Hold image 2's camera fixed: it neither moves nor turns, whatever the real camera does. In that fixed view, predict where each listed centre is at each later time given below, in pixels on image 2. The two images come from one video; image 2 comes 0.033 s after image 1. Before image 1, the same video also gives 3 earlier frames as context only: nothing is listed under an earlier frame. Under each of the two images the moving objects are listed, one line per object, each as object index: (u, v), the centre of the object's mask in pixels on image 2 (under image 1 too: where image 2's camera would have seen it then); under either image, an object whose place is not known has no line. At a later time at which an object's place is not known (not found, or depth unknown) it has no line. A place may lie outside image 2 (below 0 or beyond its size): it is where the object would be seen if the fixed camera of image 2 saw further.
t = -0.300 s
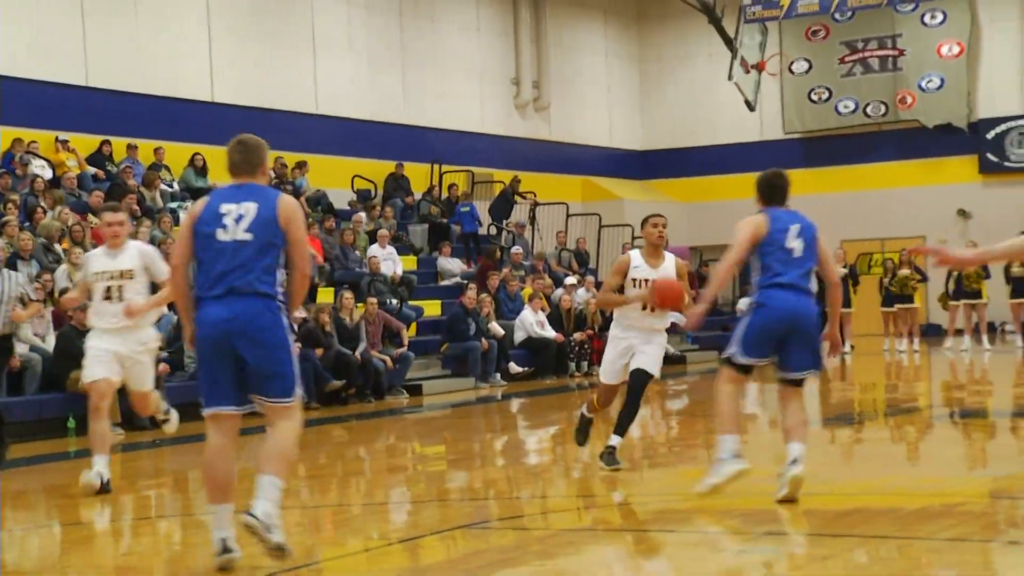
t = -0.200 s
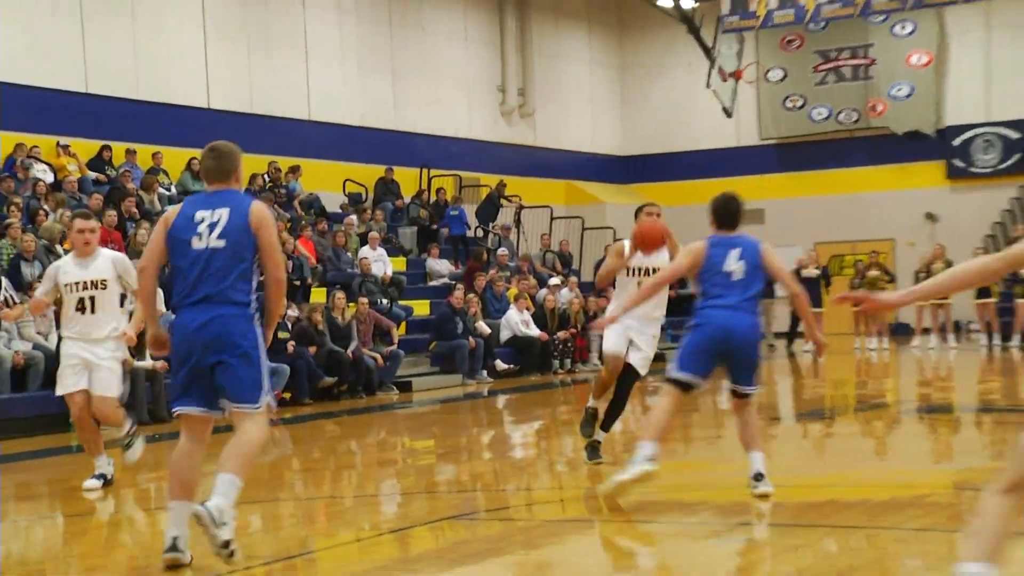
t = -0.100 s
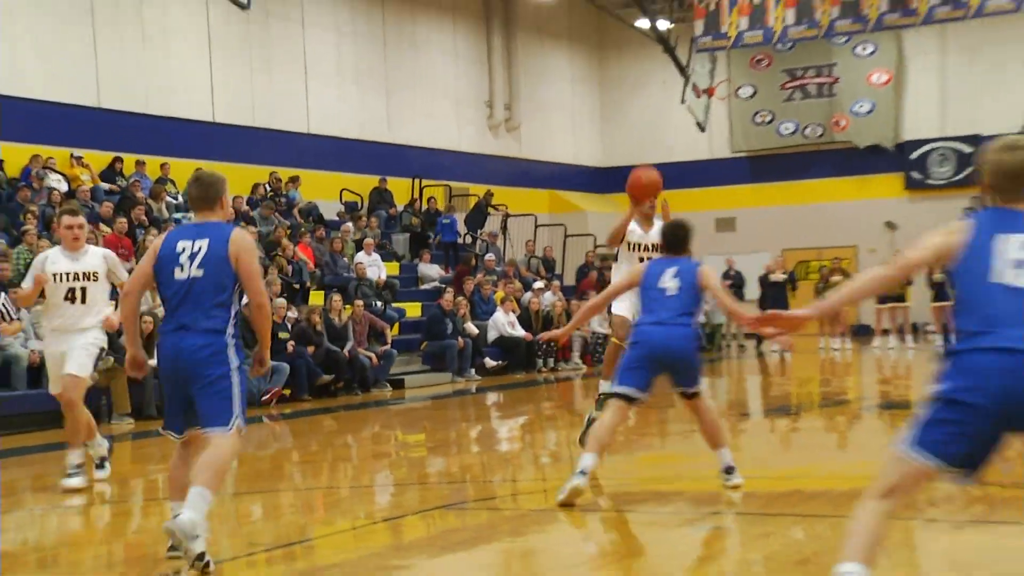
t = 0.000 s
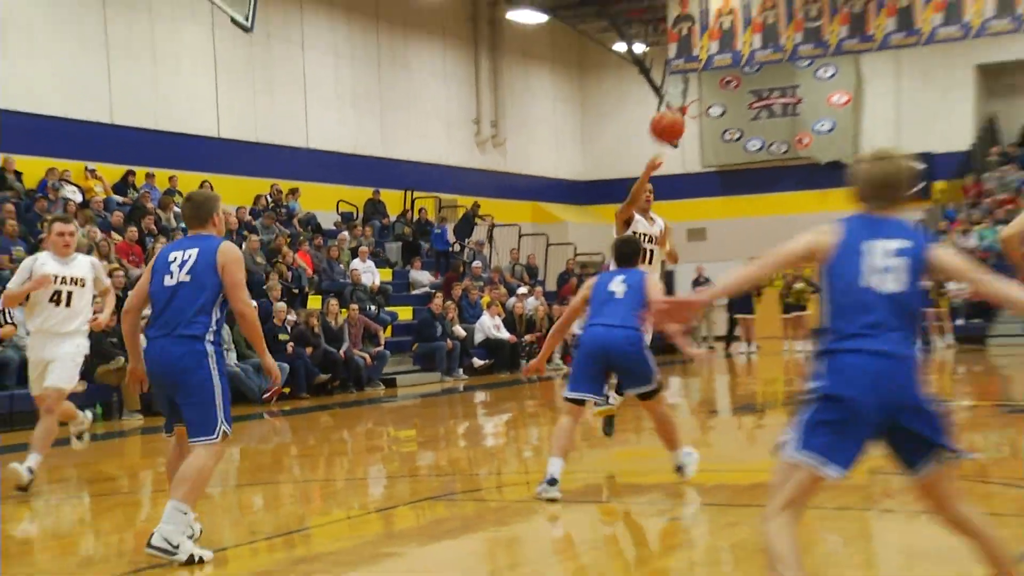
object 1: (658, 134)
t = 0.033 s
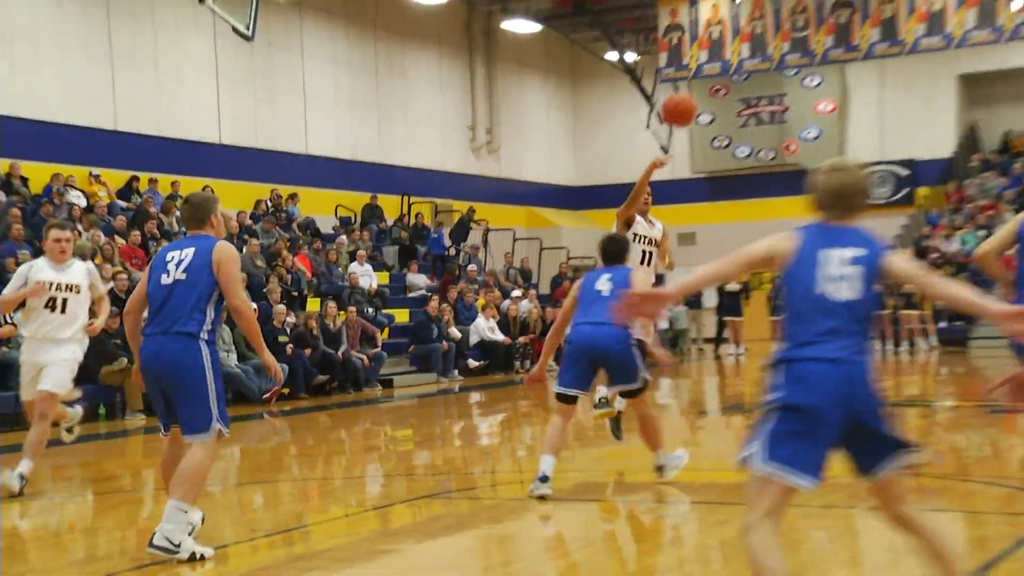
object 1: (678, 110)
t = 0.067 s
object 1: (701, 86)
